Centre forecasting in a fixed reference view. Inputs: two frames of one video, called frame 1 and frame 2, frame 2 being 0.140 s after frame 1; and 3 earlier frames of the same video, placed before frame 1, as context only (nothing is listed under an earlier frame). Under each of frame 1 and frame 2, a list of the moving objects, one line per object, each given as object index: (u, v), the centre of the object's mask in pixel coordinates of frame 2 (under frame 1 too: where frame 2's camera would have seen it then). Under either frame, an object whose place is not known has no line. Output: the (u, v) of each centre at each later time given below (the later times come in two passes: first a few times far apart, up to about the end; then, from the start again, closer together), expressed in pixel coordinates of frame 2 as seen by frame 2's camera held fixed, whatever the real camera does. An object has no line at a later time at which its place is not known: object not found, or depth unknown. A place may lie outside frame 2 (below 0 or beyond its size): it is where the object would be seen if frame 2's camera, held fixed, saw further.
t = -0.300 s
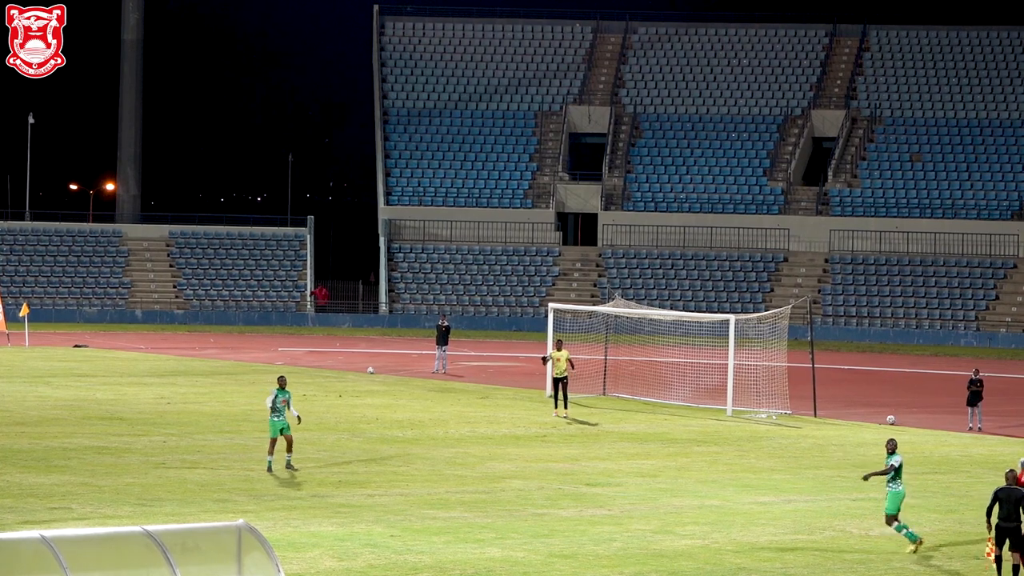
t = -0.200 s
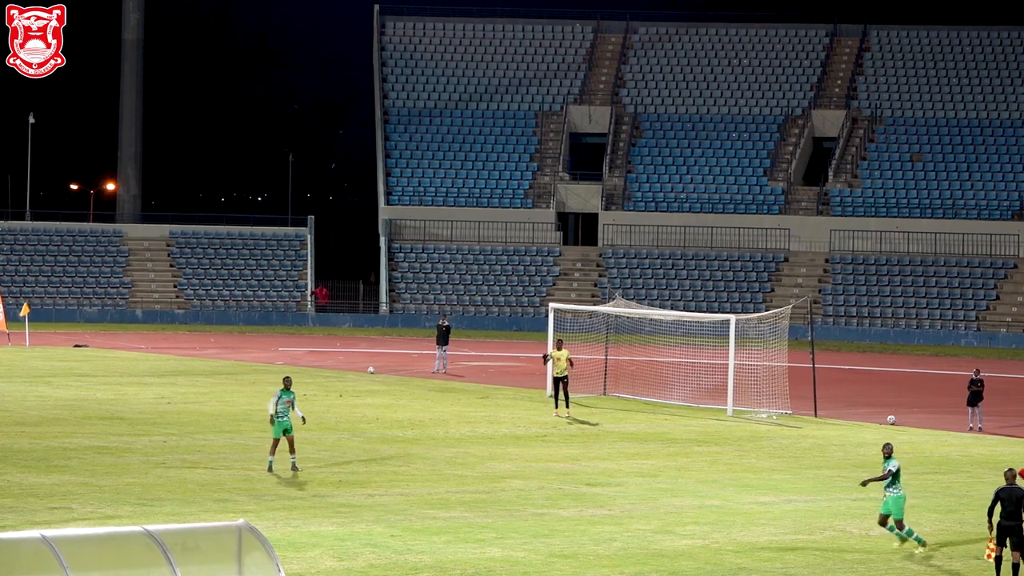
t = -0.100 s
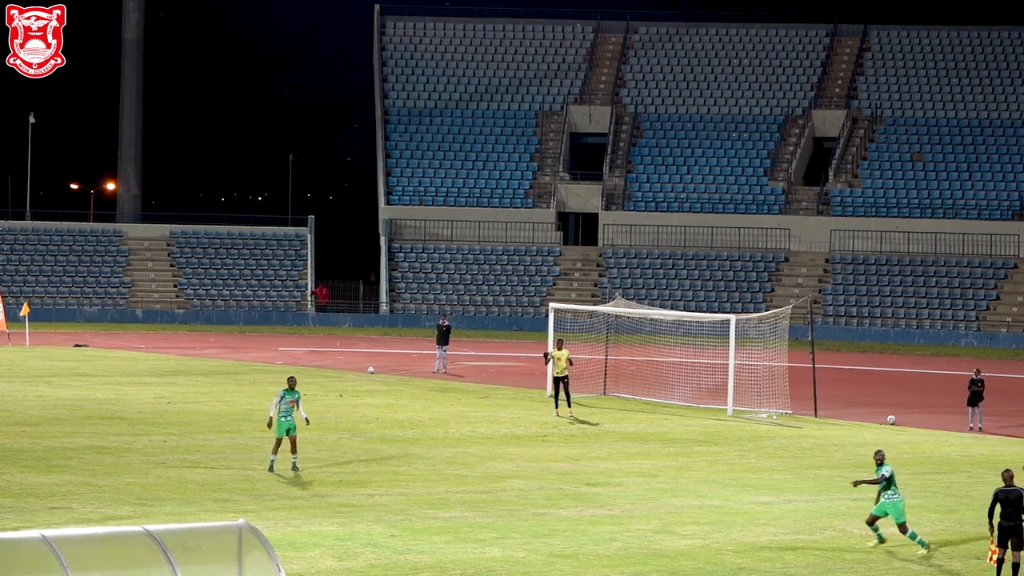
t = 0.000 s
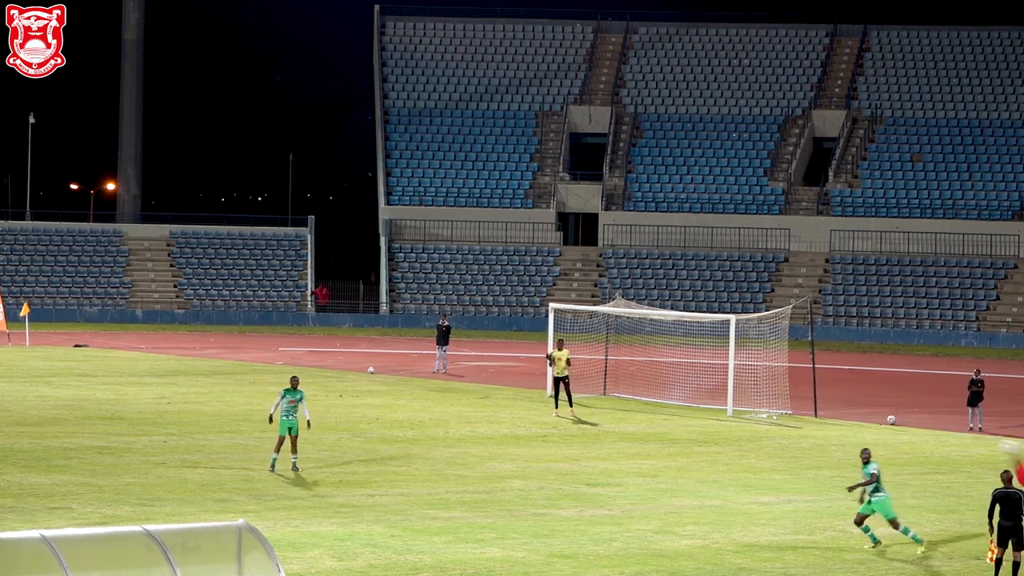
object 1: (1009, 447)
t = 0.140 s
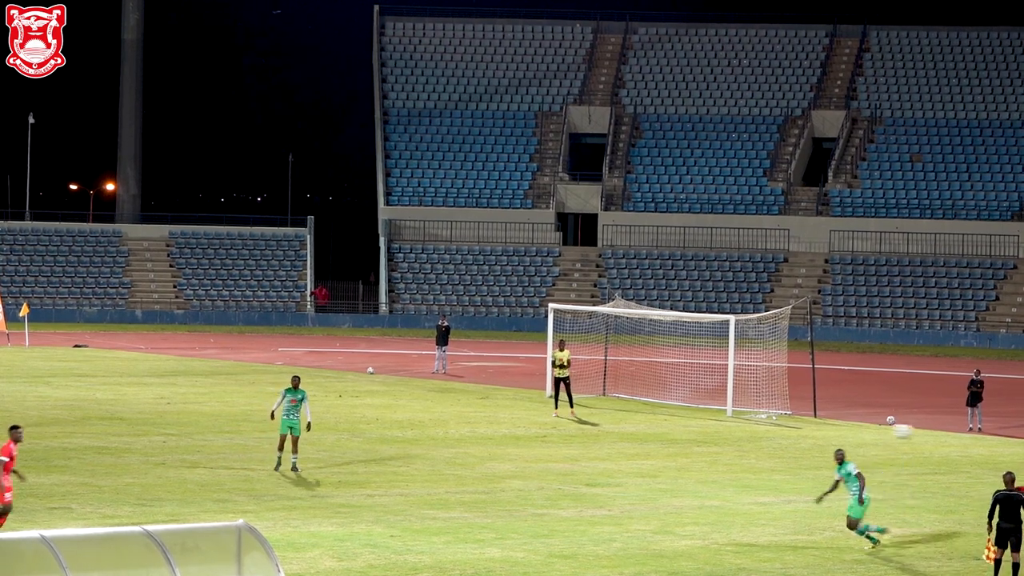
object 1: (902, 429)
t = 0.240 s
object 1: (828, 428)
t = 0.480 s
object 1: (650, 446)
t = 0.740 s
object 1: (465, 504)
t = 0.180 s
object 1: (872, 428)
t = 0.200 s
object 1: (858, 428)
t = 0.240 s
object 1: (828, 428)
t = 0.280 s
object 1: (797, 427)
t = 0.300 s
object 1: (783, 428)
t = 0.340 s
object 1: (752, 430)
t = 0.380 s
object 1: (723, 434)
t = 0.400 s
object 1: (709, 436)
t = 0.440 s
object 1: (679, 440)
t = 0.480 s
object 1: (650, 446)
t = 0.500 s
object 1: (636, 449)
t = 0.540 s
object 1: (607, 455)
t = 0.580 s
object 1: (578, 463)
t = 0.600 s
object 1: (563, 468)
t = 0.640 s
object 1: (536, 477)
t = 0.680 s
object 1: (507, 487)
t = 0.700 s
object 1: (494, 493)
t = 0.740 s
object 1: (465, 504)
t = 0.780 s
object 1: (438, 517)
